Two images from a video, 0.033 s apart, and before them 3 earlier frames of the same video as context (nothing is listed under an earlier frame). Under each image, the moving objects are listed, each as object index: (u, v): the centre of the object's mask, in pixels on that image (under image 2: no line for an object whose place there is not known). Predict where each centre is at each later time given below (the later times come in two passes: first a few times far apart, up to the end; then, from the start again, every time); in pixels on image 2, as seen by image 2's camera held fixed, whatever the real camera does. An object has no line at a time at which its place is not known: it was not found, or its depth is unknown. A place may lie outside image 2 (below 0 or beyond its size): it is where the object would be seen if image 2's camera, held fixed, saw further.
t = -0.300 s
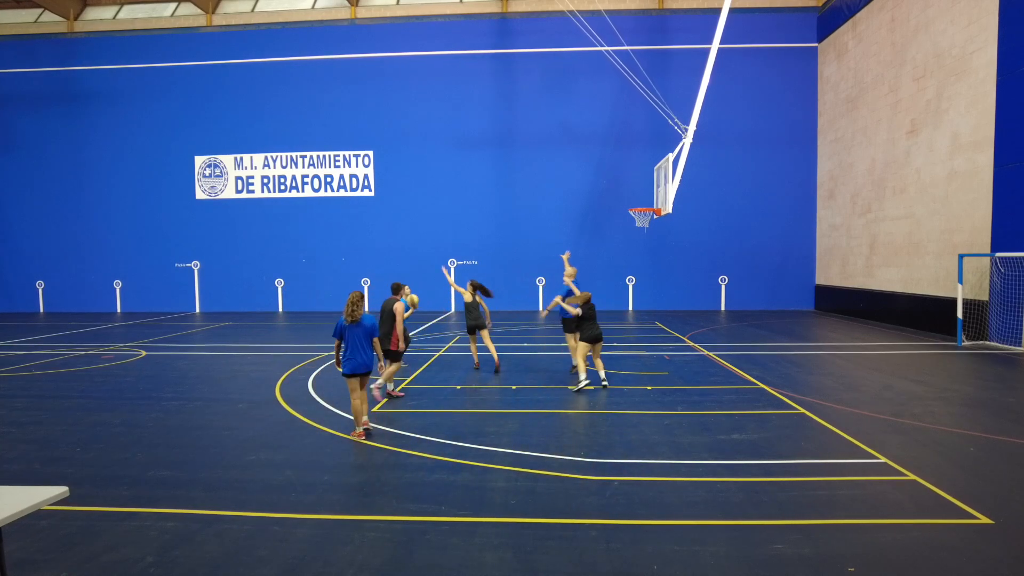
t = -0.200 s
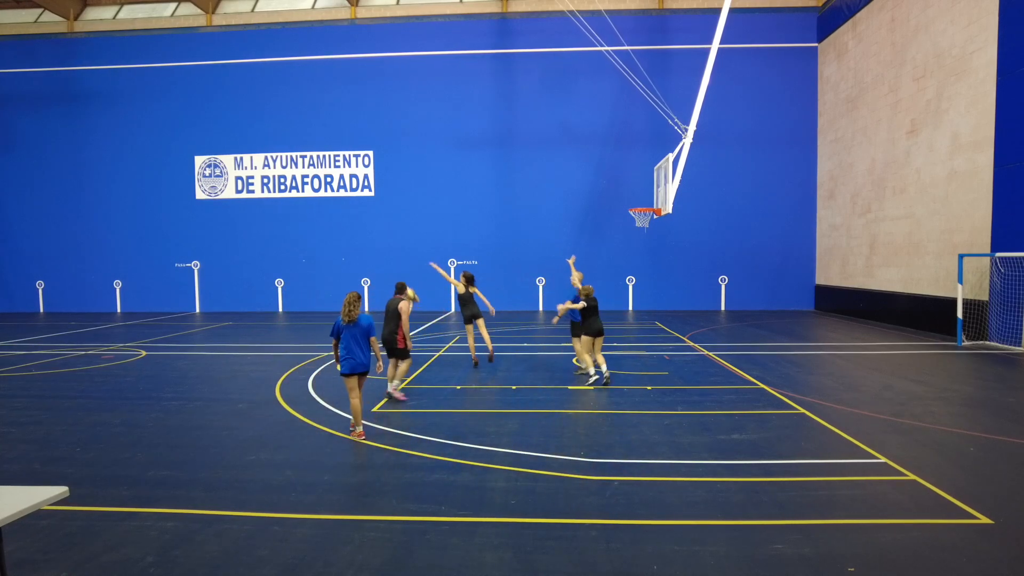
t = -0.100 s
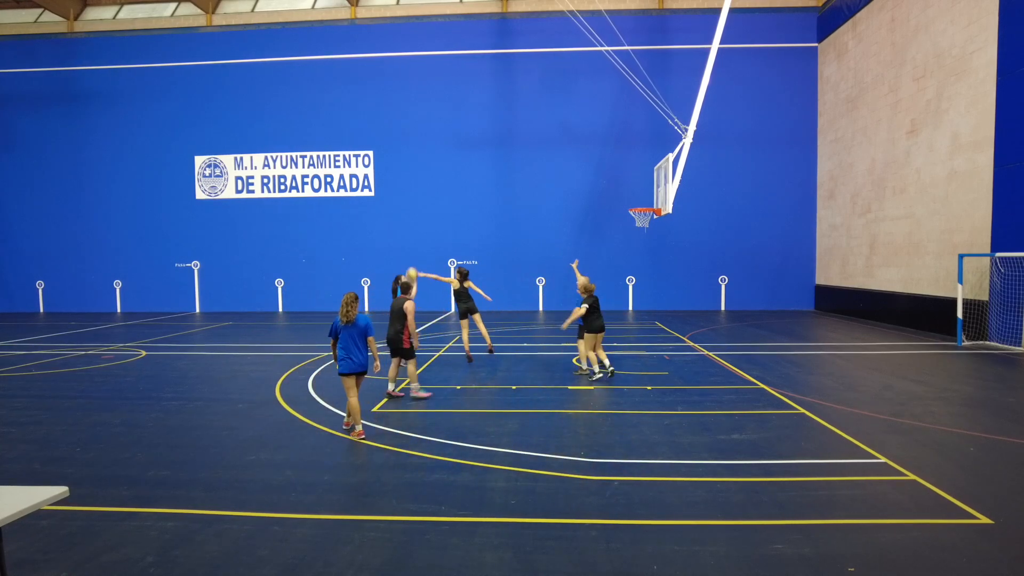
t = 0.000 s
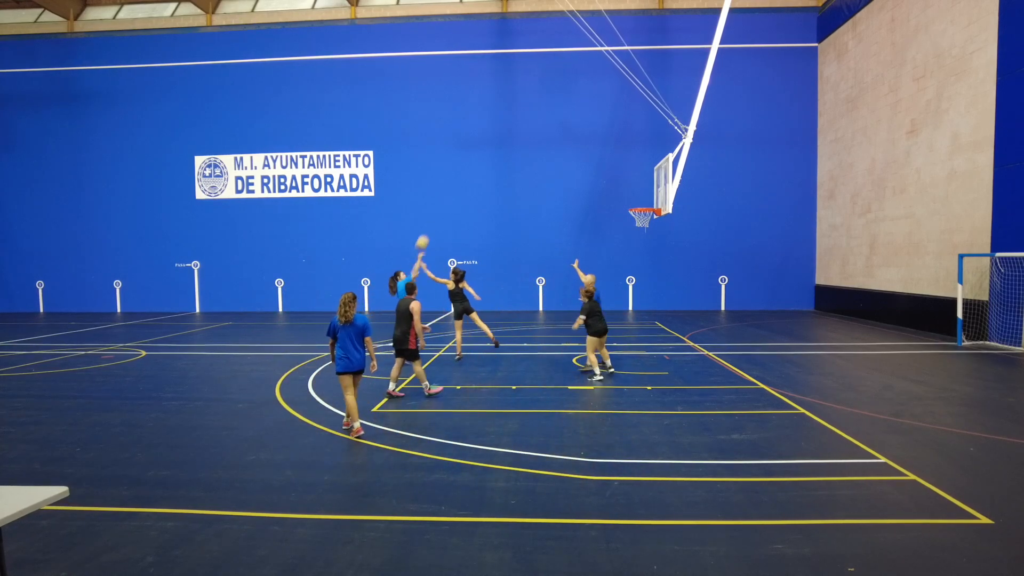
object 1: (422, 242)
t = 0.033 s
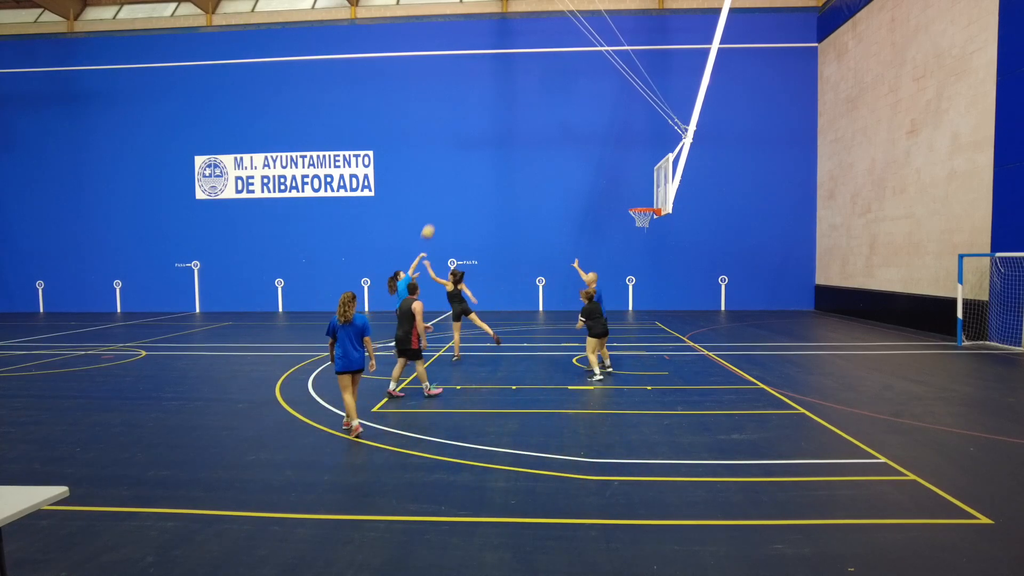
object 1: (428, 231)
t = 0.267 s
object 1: (468, 170)
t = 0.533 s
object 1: (514, 135)
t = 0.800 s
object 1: (558, 138)
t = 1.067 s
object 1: (601, 176)
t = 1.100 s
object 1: (606, 183)
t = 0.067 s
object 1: (434, 221)
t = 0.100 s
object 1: (439, 211)
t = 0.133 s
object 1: (445, 201)
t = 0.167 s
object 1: (451, 193)
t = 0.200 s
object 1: (457, 184)
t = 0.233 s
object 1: (462, 177)
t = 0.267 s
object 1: (468, 170)
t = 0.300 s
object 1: (474, 164)
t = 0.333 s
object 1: (480, 158)
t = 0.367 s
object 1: (485, 153)
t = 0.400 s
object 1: (491, 148)
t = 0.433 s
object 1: (497, 144)
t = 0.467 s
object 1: (502, 141)
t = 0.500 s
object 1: (508, 138)
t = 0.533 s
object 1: (514, 135)
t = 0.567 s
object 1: (519, 134)
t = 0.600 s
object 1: (525, 132)
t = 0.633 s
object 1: (530, 132)
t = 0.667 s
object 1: (536, 132)
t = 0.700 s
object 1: (542, 132)
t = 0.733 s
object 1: (547, 134)
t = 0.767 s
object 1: (553, 135)
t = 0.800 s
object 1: (558, 138)
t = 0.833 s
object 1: (564, 140)
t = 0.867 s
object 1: (569, 144)
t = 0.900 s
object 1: (575, 148)
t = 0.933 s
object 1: (580, 152)
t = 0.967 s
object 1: (585, 157)
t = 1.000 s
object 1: (591, 163)
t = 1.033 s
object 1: (596, 169)
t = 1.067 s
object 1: (601, 176)
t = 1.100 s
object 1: (606, 183)
